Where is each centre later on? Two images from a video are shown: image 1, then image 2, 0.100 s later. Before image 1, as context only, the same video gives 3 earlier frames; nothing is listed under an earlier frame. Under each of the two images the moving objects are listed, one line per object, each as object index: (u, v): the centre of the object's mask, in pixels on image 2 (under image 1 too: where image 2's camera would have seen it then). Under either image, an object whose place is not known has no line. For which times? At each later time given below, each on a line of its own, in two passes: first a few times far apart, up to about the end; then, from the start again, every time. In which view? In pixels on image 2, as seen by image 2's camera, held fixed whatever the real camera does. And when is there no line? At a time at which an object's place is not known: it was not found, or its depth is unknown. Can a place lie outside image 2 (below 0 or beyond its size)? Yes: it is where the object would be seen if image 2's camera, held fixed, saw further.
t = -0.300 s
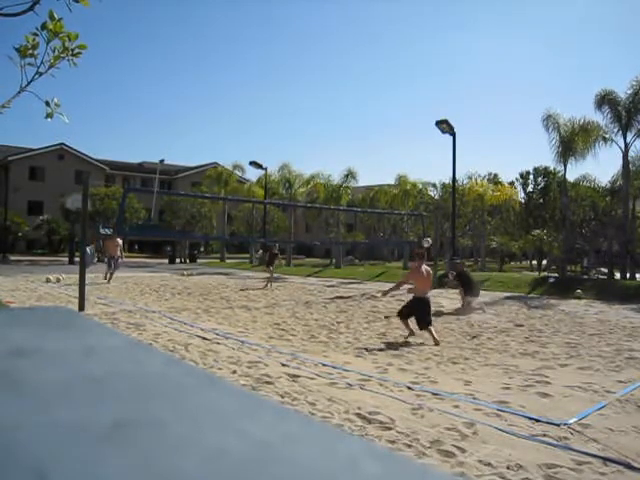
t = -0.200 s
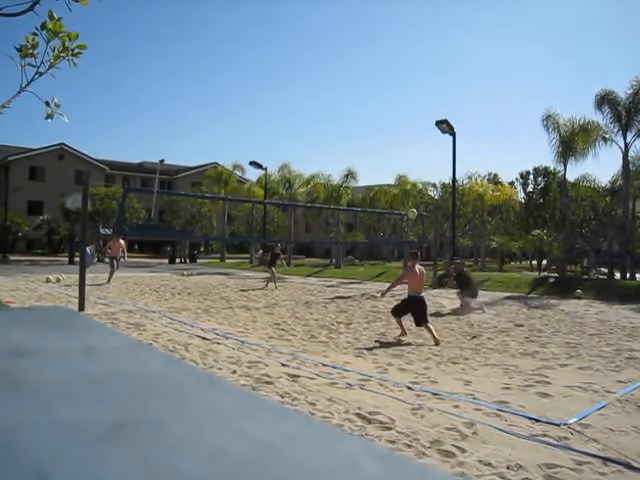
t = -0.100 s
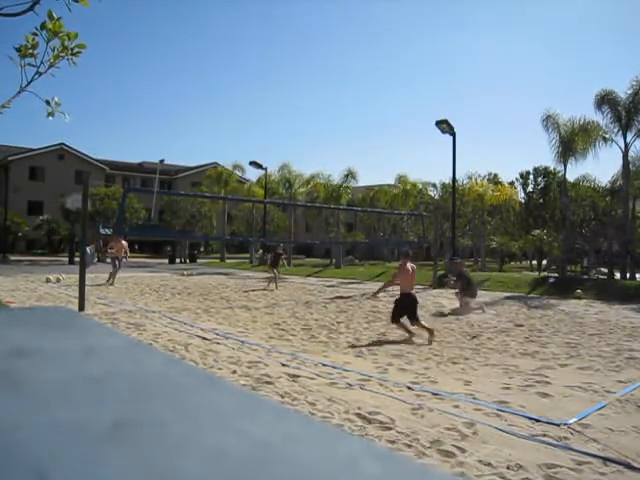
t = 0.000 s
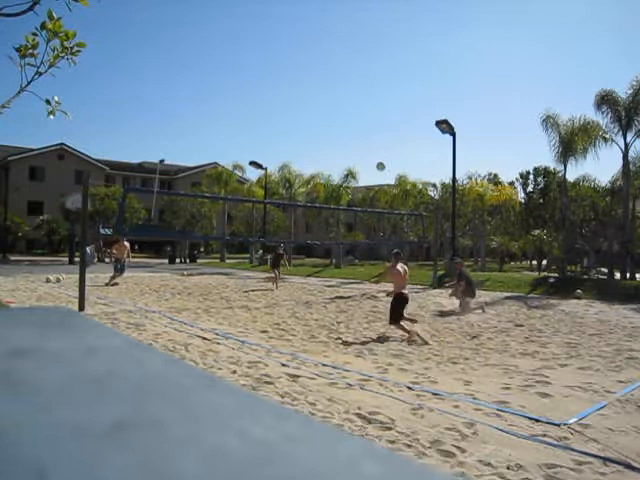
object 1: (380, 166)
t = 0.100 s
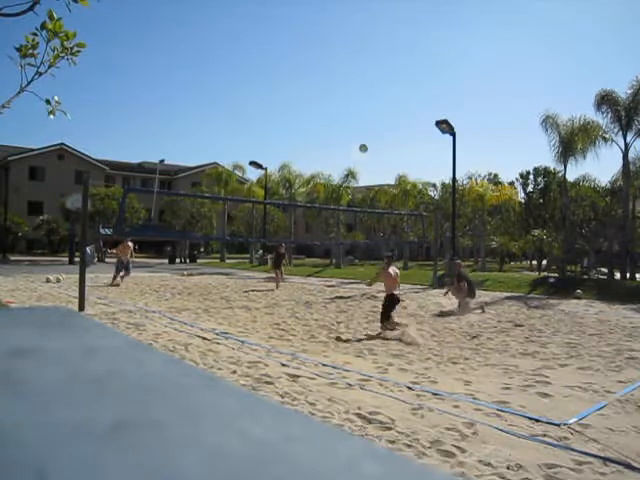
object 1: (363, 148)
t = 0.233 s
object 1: (339, 130)
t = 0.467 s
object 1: (294, 116)
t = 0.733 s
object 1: (234, 133)
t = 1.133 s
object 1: (132, 240)
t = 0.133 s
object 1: (357, 143)
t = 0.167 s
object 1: (351, 138)
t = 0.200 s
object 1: (345, 133)
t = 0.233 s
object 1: (339, 130)
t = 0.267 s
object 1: (333, 126)
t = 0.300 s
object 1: (327, 123)
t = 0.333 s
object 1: (320, 121)
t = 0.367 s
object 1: (314, 119)
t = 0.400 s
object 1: (307, 117)
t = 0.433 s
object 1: (300, 116)
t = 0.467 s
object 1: (294, 116)
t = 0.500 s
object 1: (287, 116)
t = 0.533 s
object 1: (280, 117)
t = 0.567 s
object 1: (273, 118)
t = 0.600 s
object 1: (265, 120)
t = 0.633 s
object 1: (257, 122)
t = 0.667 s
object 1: (250, 125)
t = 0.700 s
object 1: (242, 129)
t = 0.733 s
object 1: (234, 133)
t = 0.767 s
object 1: (226, 138)
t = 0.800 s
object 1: (218, 143)
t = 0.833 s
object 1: (210, 150)
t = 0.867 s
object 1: (202, 157)
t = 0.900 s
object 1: (193, 164)
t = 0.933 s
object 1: (186, 170)
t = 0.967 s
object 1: (177, 182)
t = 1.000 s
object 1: (168, 192)
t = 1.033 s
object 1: (160, 202)
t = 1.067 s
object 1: (150, 214)
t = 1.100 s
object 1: (141, 226)
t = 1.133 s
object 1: (132, 240)
